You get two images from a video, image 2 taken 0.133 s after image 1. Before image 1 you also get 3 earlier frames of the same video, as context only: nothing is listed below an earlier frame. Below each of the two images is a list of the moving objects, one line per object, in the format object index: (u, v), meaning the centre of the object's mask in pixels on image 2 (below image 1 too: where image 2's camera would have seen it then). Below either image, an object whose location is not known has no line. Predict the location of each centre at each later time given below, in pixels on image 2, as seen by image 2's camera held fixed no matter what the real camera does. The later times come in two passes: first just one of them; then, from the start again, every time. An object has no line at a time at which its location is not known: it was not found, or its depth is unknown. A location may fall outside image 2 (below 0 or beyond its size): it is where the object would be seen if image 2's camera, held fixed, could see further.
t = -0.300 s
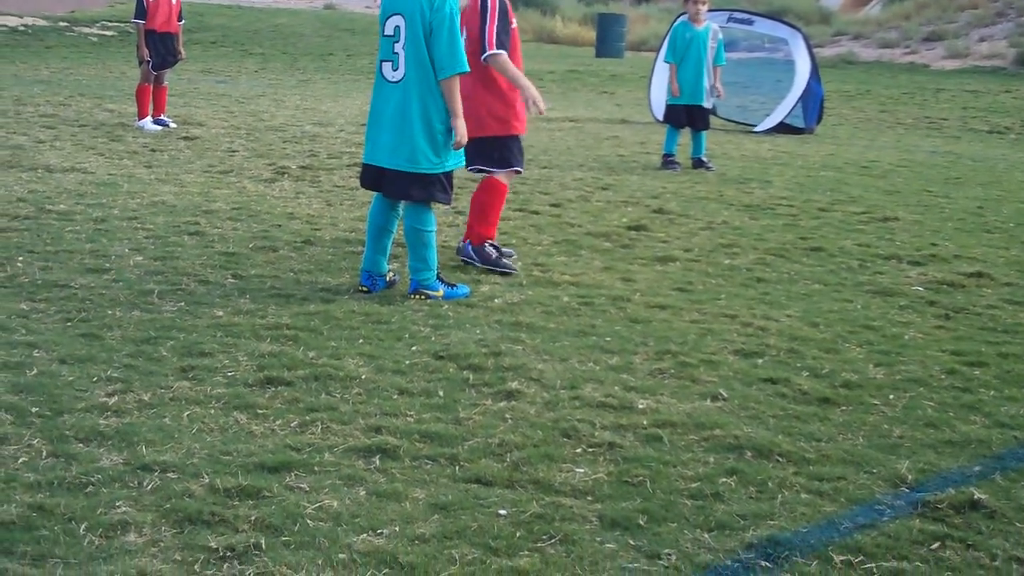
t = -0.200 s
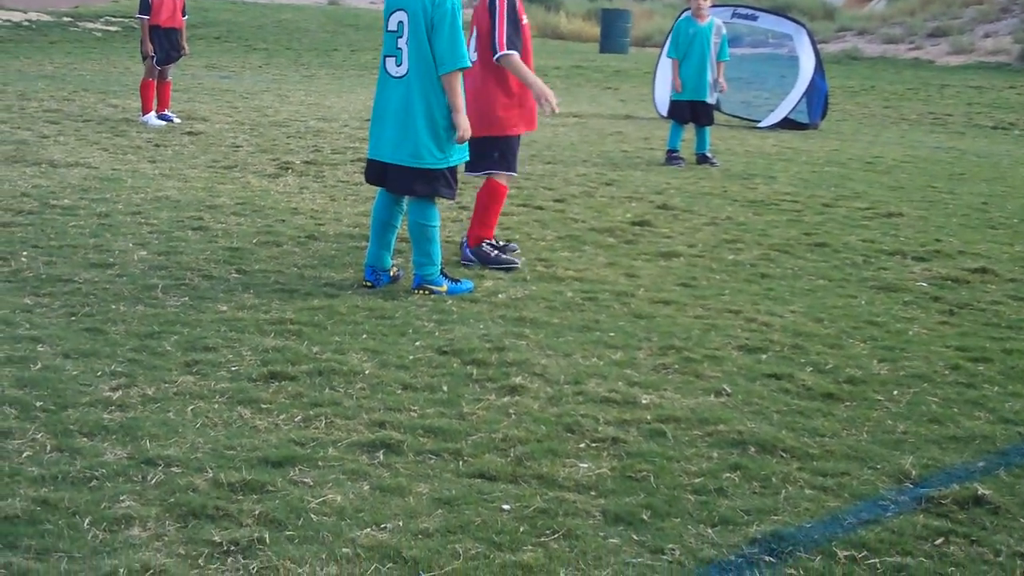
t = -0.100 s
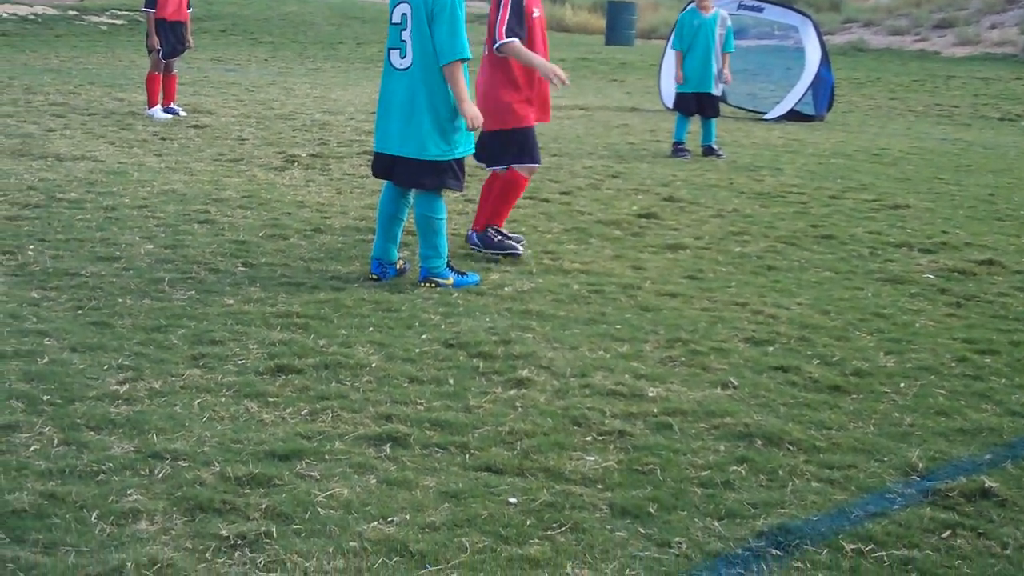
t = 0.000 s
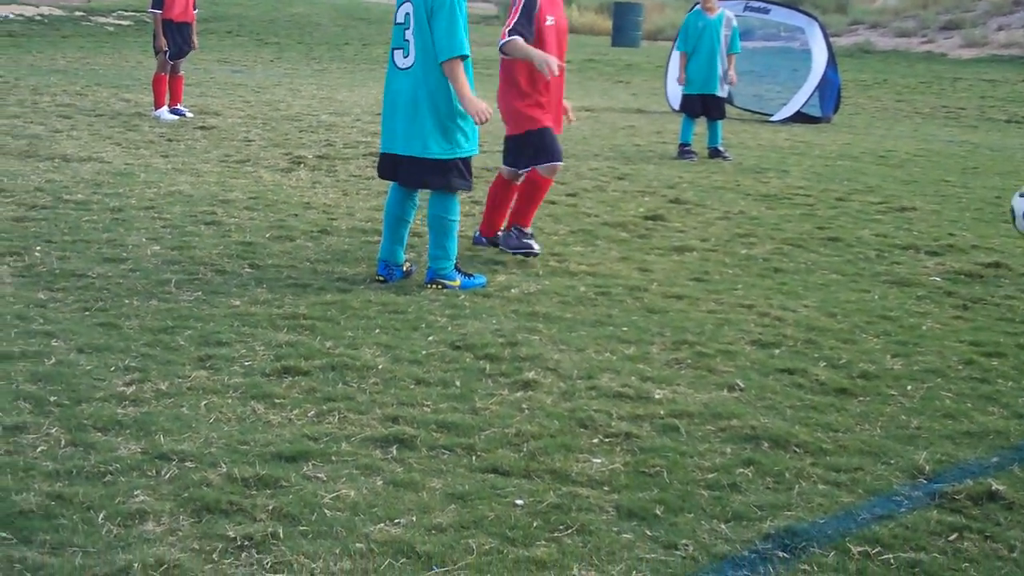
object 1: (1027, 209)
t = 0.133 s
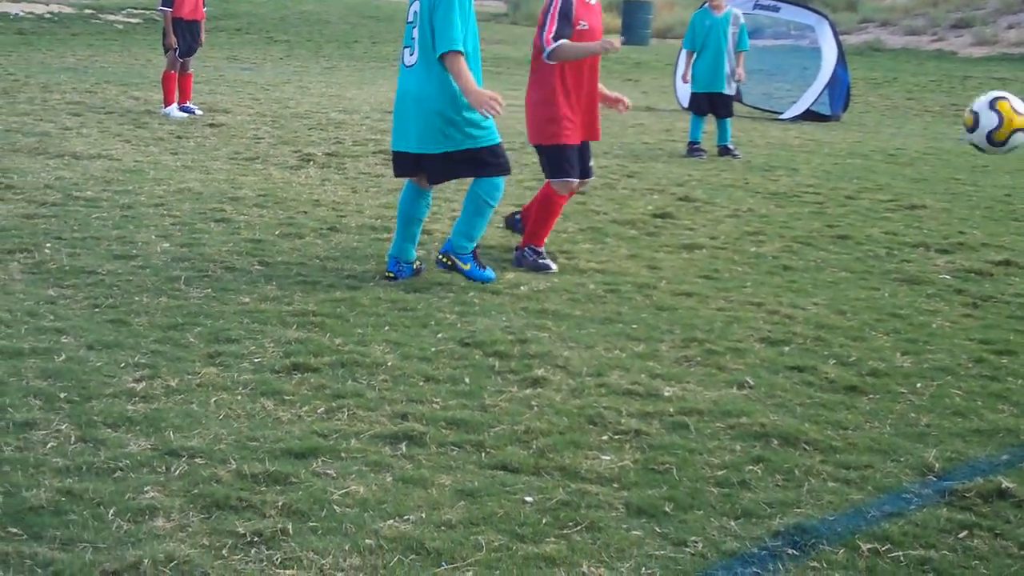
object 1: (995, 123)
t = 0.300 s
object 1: (916, 85)
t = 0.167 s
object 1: (982, 109)
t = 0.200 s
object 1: (966, 98)
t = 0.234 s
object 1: (950, 91)
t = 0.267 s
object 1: (933, 88)
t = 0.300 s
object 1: (916, 85)
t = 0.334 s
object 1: (900, 88)
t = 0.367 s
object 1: (883, 95)
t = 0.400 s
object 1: (864, 106)
